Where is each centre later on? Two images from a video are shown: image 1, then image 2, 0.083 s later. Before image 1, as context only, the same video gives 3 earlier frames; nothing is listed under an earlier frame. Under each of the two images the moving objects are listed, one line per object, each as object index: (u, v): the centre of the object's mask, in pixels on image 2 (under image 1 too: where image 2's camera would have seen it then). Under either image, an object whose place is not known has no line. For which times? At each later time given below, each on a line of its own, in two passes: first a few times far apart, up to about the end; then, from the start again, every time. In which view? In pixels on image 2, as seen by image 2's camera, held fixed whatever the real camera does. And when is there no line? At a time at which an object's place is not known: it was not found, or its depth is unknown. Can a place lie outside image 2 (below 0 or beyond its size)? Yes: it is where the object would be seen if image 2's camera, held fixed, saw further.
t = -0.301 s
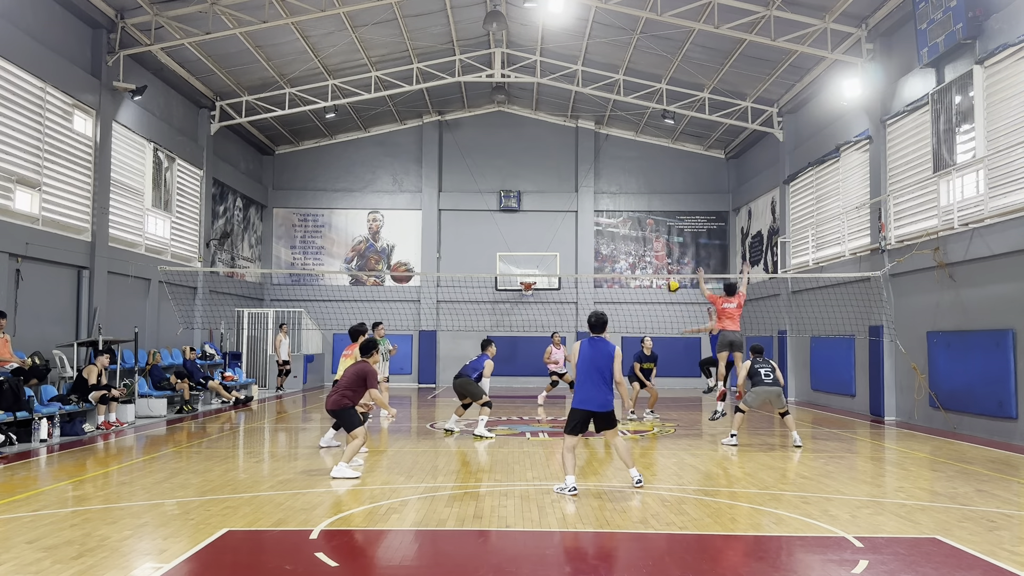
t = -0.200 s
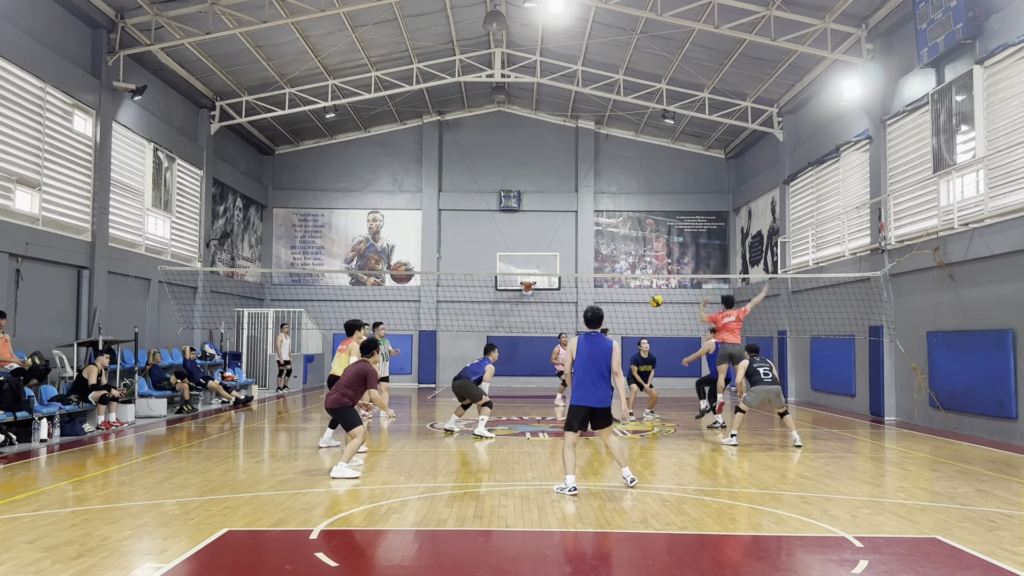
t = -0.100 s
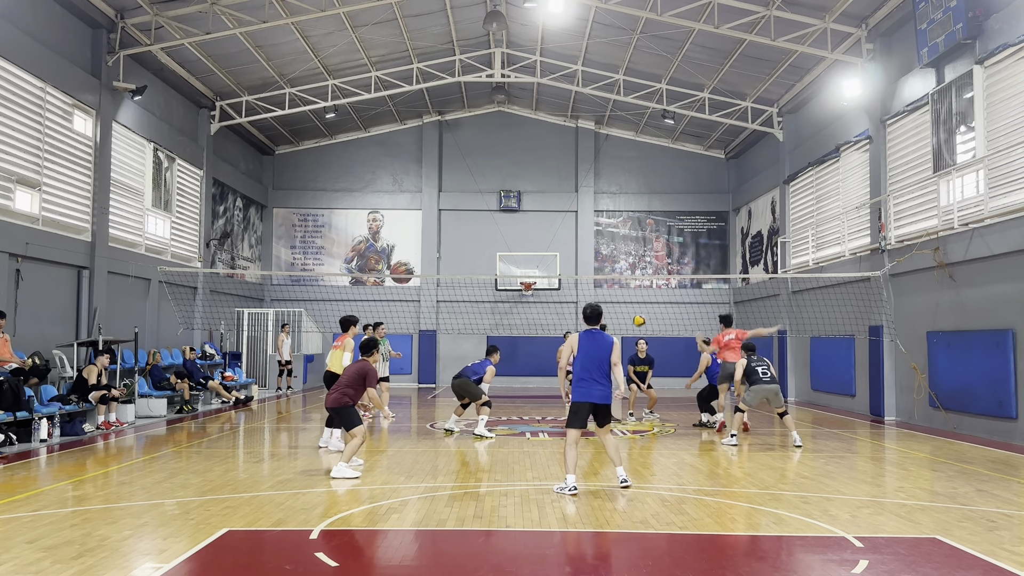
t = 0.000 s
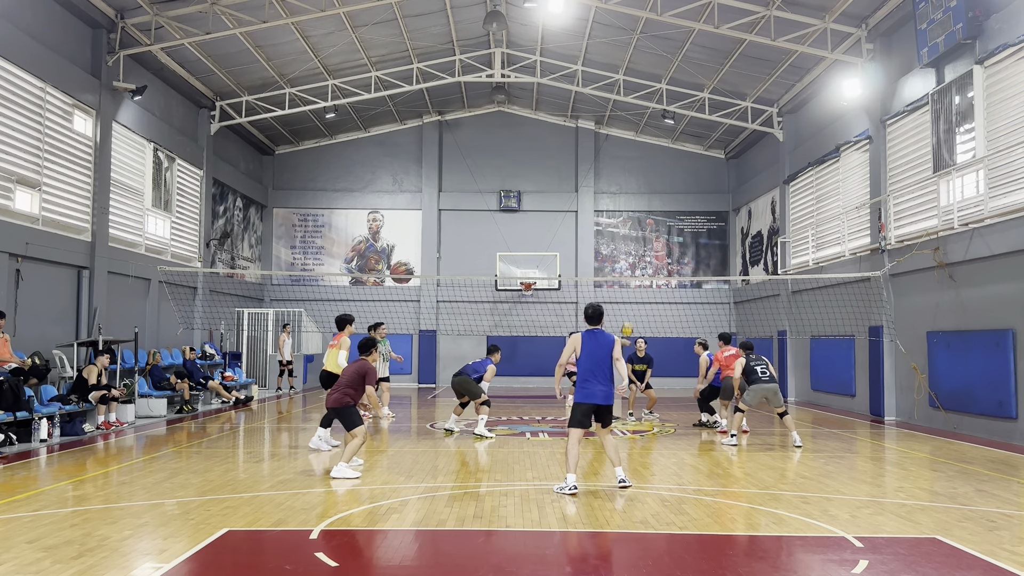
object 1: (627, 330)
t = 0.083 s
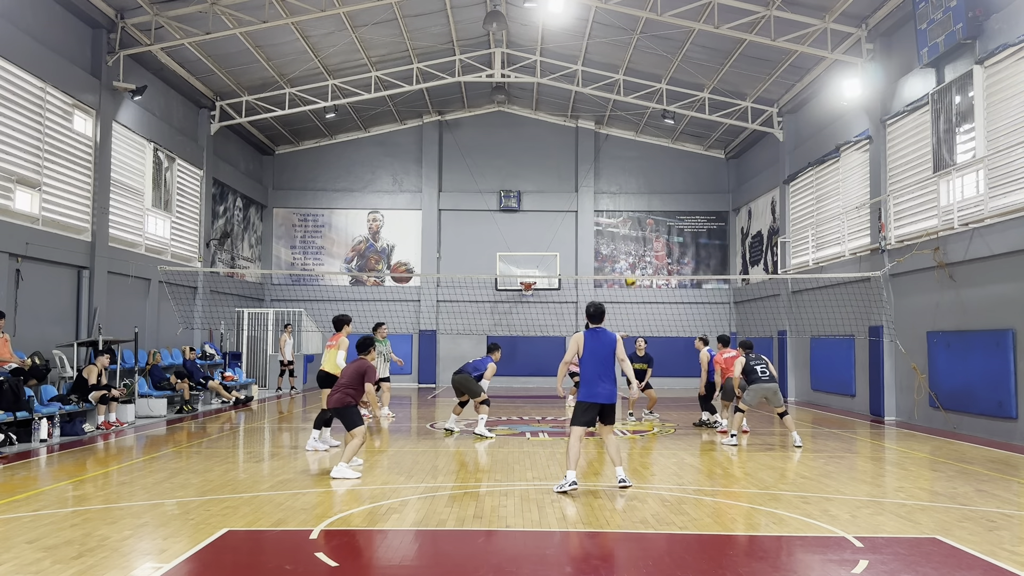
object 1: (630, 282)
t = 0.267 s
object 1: (641, 187)
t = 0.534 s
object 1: (655, 87)
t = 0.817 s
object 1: (670, 24)
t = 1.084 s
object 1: (683, 10)
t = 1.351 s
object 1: (698, 42)
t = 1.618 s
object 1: (713, 125)
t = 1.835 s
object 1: (727, 229)
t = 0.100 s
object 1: (632, 271)
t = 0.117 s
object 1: (632, 262)
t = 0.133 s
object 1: (633, 253)
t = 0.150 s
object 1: (635, 244)
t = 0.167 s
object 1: (635, 236)
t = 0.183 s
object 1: (636, 227)
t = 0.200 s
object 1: (637, 219)
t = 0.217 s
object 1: (638, 211)
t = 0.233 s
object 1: (639, 203)
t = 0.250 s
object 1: (640, 195)
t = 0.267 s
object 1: (641, 187)
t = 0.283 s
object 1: (642, 180)
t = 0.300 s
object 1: (643, 172)
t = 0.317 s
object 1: (644, 165)
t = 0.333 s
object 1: (644, 158)
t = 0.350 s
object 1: (645, 151)
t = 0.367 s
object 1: (646, 145)
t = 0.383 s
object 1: (647, 138)
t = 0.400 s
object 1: (648, 131)
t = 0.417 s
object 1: (649, 125)
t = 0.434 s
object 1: (650, 118)
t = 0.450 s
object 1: (650, 113)
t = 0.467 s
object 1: (651, 107)
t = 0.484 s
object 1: (652, 102)
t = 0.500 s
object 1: (653, 96)
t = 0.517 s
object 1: (654, 91)
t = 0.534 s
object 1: (655, 87)
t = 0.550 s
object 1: (655, 81)
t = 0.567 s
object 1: (656, 76)
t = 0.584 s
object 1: (657, 71)
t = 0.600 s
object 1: (658, 67)
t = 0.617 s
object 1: (659, 63)
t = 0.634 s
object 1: (660, 59)
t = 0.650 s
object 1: (661, 55)
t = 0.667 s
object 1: (662, 51)
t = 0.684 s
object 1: (663, 48)
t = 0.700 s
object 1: (663, 44)
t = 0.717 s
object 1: (664, 40)
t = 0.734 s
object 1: (665, 37)
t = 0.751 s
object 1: (666, 34)
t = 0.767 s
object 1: (667, 31)
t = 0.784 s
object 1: (668, 29)
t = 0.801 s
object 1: (669, 26)
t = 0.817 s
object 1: (670, 24)
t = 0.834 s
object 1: (670, 22)
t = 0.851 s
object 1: (671, 20)
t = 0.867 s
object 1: (672, 18)
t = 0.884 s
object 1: (673, 16)
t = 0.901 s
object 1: (674, 14)
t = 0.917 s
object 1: (675, 13)
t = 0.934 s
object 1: (676, 12)
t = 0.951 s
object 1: (676, 11)
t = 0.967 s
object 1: (677, 10)
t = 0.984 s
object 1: (678, 10)
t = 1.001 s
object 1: (679, 9)
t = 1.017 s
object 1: (680, 9)
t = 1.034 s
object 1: (681, 9)
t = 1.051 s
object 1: (681, 9)
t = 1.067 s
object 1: (682, 9)
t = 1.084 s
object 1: (683, 10)
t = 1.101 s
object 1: (684, 10)
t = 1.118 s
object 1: (685, 11)
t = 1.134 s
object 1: (686, 12)
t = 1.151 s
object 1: (687, 13)
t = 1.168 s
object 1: (688, 14)
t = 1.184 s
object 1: (689, 16)
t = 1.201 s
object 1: (689, 18)
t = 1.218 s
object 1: (690, 20)
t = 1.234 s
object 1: (691, 22)
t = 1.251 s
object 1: (692, 24)
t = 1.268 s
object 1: (693, 27)
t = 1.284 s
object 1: (694, 29)
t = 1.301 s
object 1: (695, 32)
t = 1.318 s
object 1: (696, 35)
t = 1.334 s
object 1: (697, 38)
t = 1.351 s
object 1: (698, 42)
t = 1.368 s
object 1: (698, 46)
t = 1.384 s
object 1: (699, 50)
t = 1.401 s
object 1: (700, 54)
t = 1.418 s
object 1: (701, 58)
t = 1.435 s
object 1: (702, 62)
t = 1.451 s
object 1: (703, 67)
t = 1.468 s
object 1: (704, 72)
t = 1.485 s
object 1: (705, 77)
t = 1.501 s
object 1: (706, 82)
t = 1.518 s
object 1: (707, 88)
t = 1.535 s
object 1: (708, 94)
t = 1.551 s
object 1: (709, 99)
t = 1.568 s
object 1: (710, 105)
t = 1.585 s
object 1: (711, 111)
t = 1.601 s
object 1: (712, 118)
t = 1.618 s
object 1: (713, 125)
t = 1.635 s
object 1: (714, 131)
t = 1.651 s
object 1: (715, 139)
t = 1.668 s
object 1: (716, 146)
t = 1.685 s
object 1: (717, 153)
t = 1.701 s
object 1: (718, 161)
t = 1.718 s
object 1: (719, 169)
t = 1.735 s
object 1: (720, 177)
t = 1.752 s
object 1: (721, 185)
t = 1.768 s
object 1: (722, 194)
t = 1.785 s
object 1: (724, 202)
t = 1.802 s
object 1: (725, 211)
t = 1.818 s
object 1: (726, 220)
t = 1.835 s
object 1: (727, 229)
